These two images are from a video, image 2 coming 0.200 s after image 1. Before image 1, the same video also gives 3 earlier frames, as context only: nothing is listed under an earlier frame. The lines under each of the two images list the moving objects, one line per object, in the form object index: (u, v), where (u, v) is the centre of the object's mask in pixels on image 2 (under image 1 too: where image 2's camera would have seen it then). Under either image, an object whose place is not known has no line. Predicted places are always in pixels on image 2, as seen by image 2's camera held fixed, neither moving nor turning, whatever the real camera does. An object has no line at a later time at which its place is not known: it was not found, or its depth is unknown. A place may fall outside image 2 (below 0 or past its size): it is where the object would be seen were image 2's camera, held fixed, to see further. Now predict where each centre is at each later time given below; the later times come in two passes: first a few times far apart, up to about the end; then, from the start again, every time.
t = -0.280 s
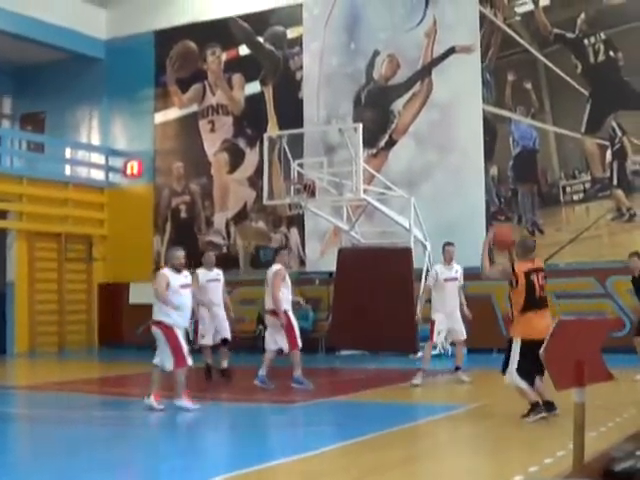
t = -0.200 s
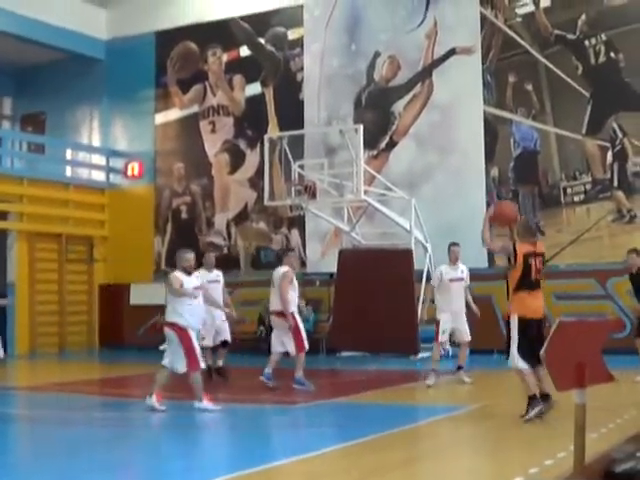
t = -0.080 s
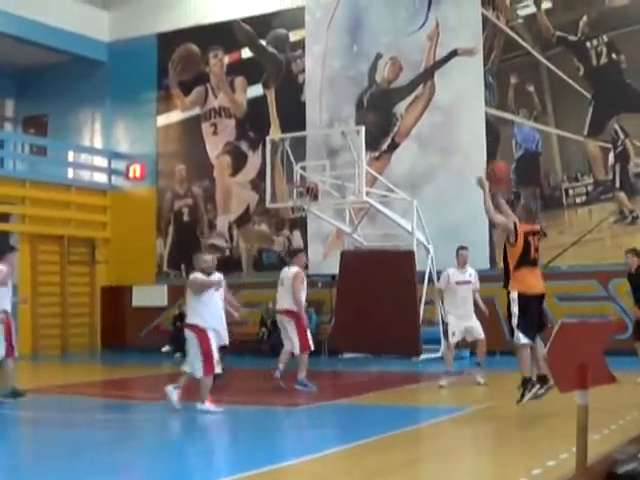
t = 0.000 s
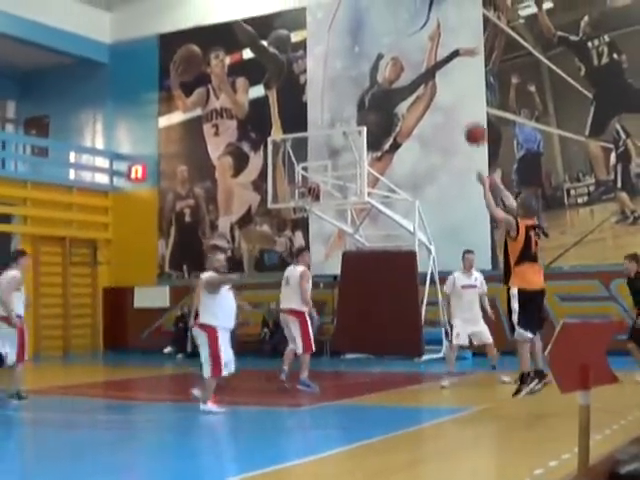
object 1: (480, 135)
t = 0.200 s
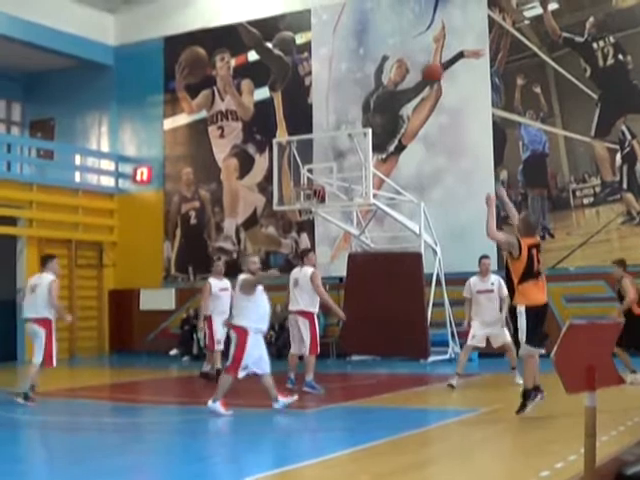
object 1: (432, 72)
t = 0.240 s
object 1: (423, 66)
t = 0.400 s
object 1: (395, 51)
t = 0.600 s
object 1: (364, 60)
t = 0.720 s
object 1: (348, 77)
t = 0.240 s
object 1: (423, 66)
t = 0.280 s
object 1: (415, 61)
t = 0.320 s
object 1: (408, 56)
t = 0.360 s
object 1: (401, 53)
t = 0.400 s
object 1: (395, 51)
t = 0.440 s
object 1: (388, 51)
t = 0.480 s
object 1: (381, 52)
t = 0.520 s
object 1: (377, 54)
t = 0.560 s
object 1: (369, 56)
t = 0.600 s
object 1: (364, 60)
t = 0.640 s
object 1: (359, 65)
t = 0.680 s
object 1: (354, 71)
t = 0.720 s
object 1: (348, 77)
